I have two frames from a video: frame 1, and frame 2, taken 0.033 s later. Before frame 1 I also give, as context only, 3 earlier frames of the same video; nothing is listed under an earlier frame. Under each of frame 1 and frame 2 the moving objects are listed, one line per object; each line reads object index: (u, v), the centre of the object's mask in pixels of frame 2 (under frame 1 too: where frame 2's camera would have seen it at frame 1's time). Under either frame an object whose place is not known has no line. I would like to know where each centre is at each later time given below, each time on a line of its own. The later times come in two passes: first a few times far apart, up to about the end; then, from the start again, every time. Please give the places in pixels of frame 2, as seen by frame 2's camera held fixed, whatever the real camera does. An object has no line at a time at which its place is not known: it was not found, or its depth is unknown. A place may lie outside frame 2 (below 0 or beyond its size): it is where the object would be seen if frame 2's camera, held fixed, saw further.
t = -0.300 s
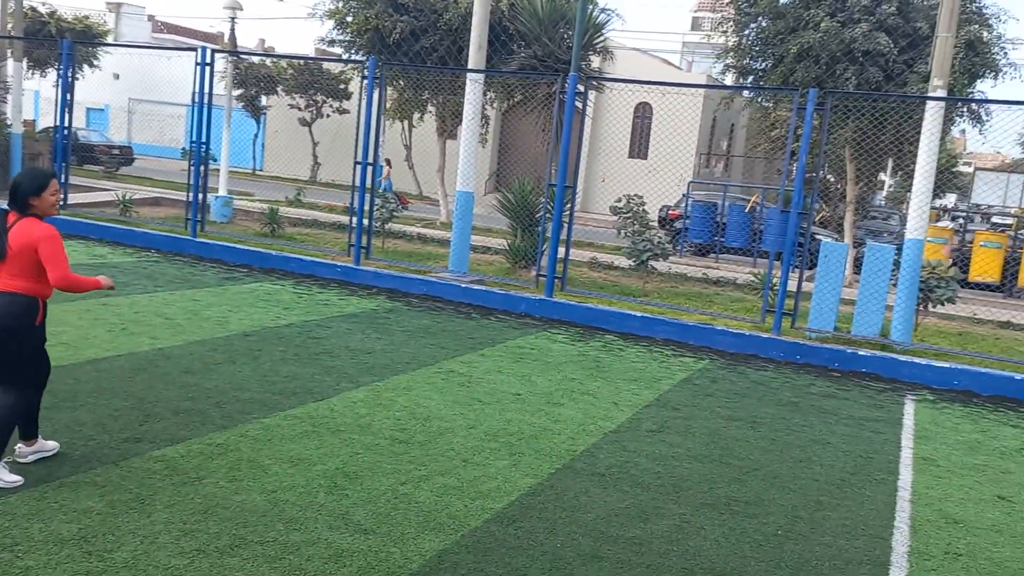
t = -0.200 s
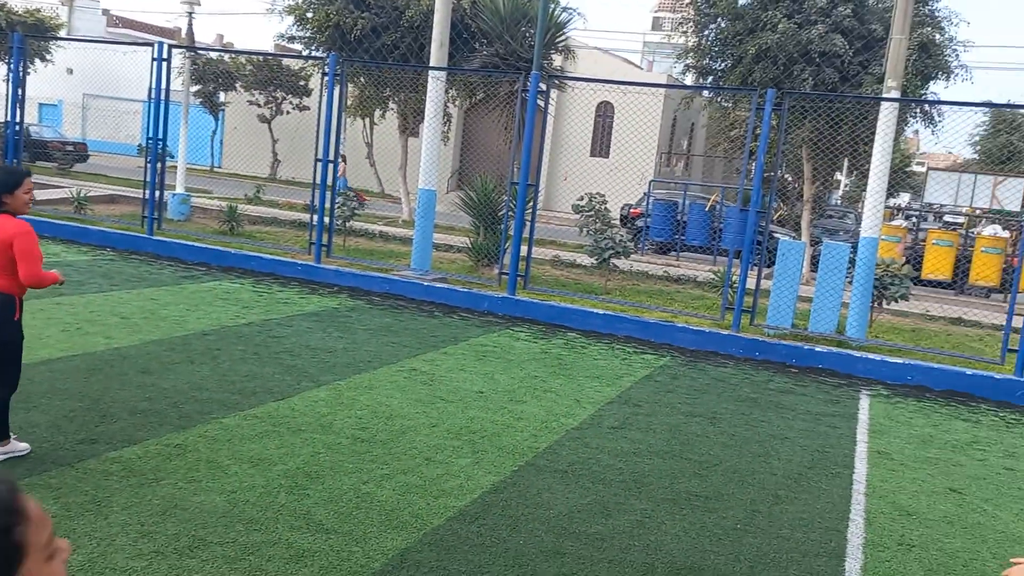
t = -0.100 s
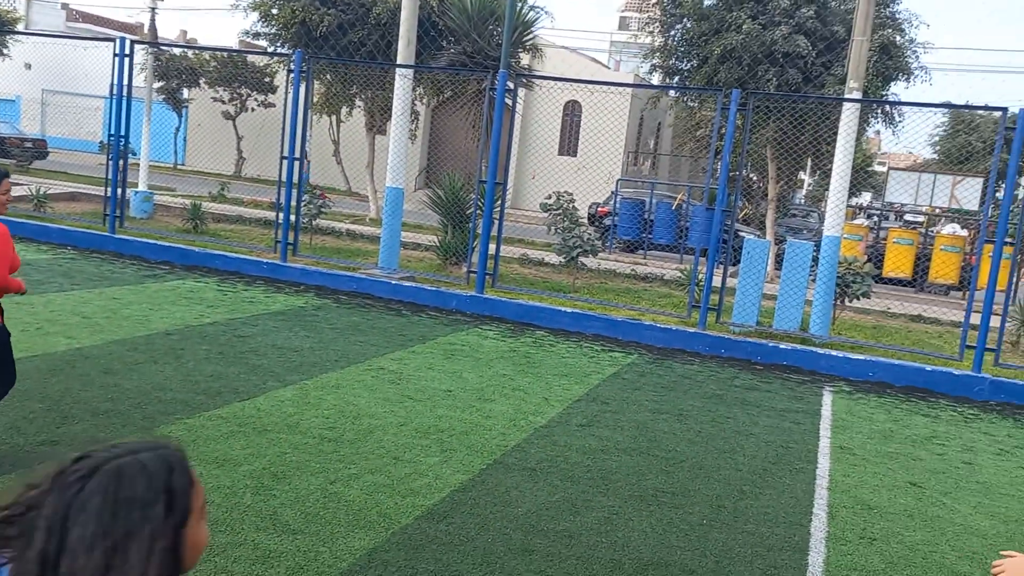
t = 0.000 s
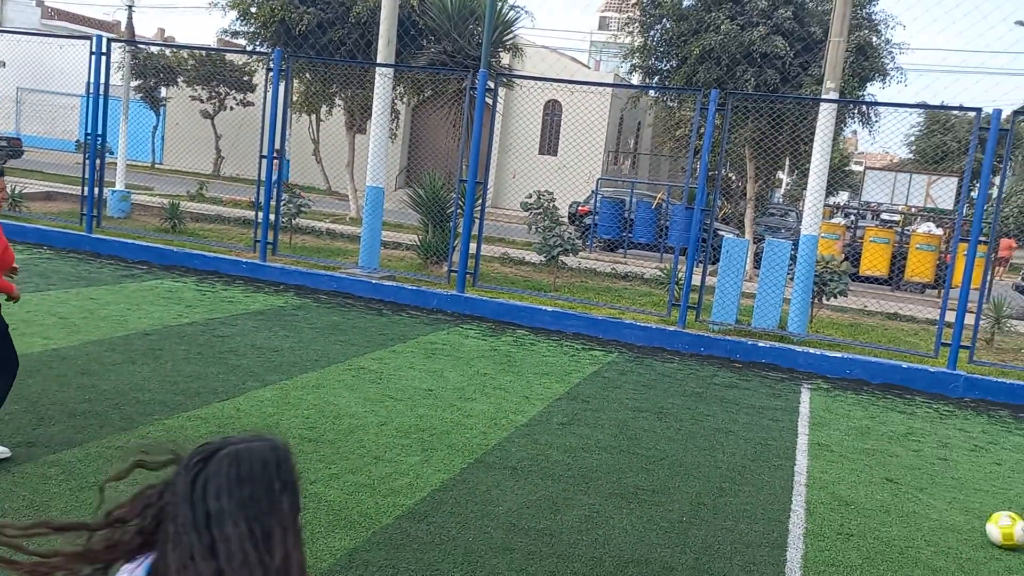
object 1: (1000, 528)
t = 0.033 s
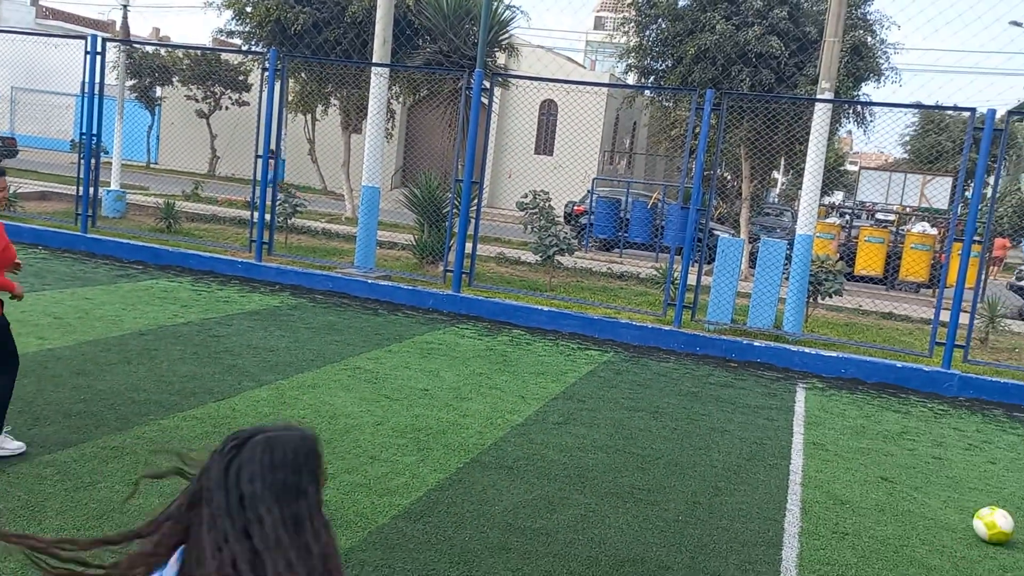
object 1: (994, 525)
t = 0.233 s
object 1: (953, 507)
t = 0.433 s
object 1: (914, 491)
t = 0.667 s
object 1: (876, 475)
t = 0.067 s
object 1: (986, 522)
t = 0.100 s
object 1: (979, 519)
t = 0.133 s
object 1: (972, 515)
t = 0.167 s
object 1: (965, 513)
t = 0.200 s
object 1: (959, 510)
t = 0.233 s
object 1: (953, 507)
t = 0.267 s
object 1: (946, 504)
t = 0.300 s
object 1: (939, 501)
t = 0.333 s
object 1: (933, 498)
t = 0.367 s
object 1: (927, 496)
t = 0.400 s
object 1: (921, 493)
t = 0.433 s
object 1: (914, 491)
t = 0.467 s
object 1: (908, 488)
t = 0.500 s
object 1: (902, 486)
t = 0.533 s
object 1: (897, 484)
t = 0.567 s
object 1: (892, 481)
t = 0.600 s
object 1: (887, 479)
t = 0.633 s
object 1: (881, 477)
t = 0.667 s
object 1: (876, 475)
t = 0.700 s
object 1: (871, 473)
